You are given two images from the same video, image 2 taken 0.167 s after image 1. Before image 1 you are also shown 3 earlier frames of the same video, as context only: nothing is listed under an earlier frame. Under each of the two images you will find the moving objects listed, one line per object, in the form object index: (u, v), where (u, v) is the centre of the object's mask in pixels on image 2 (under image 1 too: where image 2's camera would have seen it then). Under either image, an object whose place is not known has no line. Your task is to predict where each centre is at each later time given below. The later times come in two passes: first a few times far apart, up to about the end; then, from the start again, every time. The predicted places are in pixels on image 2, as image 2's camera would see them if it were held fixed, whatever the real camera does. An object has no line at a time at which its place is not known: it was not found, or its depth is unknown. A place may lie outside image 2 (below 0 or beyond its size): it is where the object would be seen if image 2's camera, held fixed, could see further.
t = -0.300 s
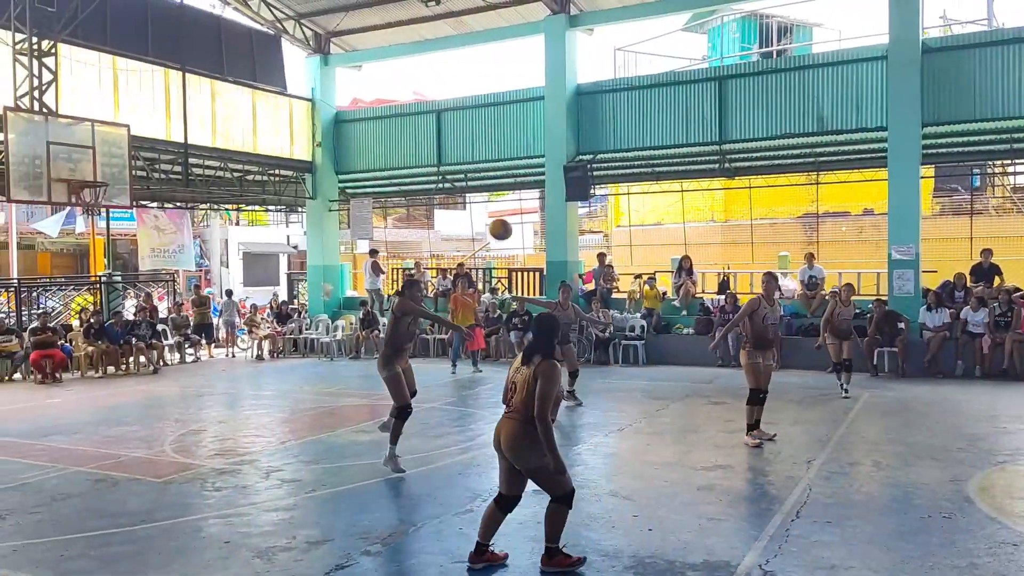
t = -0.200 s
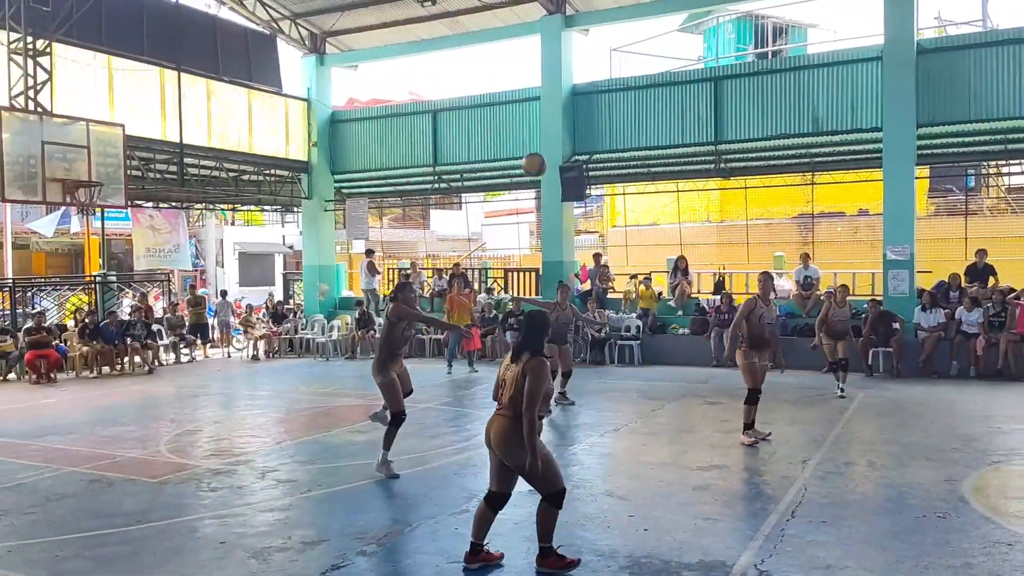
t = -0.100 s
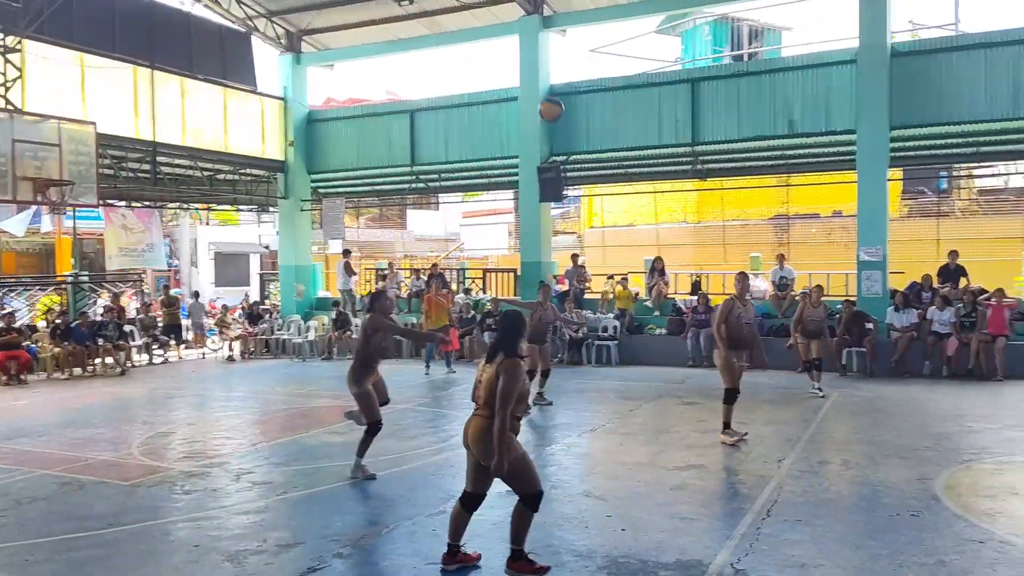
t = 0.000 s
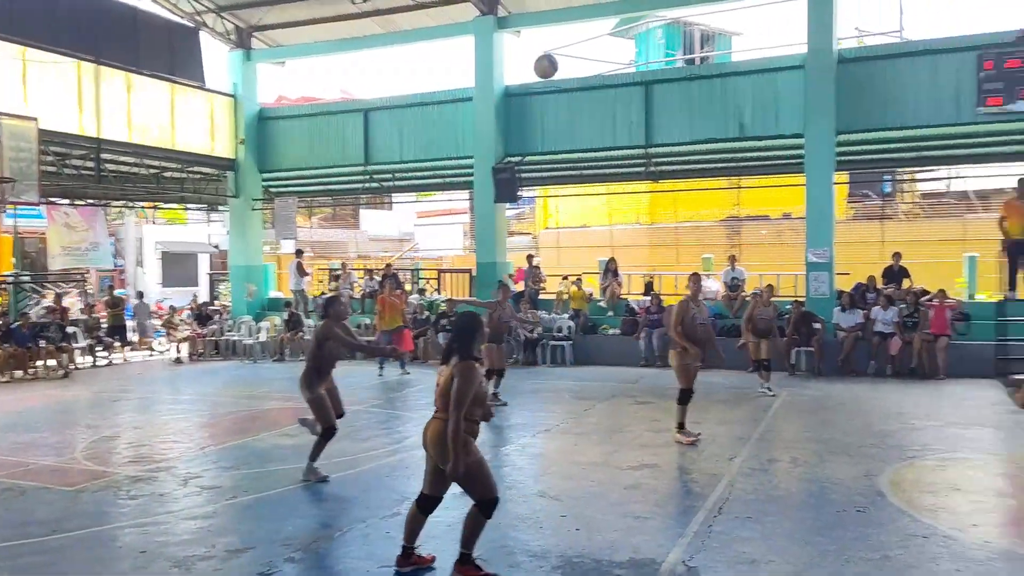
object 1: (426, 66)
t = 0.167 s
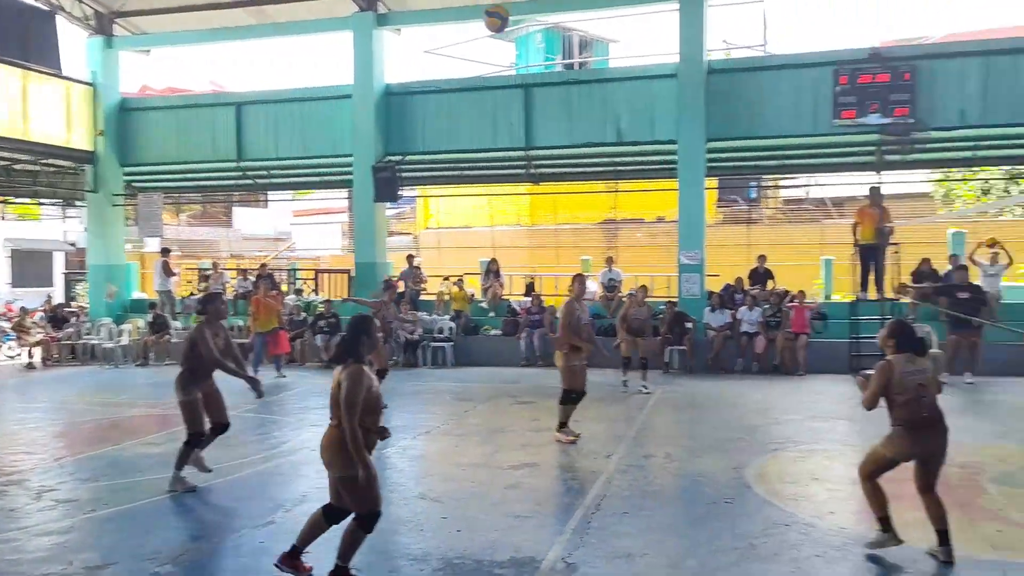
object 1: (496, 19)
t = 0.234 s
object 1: (525, 11)
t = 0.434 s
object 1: (612, 16)
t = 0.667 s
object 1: (717, 95)
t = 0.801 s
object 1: (777, 174)
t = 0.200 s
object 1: (510, 13)
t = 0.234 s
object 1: (525, 11)
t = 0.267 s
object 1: (539, 10)
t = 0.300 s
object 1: (553, 9)
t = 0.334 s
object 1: (568, 10)
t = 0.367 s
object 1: (582, 11)
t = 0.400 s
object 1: (597, 12)
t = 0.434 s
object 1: (612, 16)
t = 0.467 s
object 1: (627, 23)
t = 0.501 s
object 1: (642, 31)
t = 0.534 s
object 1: (657, 41)
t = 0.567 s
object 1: (672, 52)
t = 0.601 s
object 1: (687, 65)
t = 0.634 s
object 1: (702, 79)
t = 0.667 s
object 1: (717, 95)
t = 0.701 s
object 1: (733, 112)
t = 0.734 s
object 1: (747, 131)
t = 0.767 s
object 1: (763, 152)
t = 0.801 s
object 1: (777, 174)
